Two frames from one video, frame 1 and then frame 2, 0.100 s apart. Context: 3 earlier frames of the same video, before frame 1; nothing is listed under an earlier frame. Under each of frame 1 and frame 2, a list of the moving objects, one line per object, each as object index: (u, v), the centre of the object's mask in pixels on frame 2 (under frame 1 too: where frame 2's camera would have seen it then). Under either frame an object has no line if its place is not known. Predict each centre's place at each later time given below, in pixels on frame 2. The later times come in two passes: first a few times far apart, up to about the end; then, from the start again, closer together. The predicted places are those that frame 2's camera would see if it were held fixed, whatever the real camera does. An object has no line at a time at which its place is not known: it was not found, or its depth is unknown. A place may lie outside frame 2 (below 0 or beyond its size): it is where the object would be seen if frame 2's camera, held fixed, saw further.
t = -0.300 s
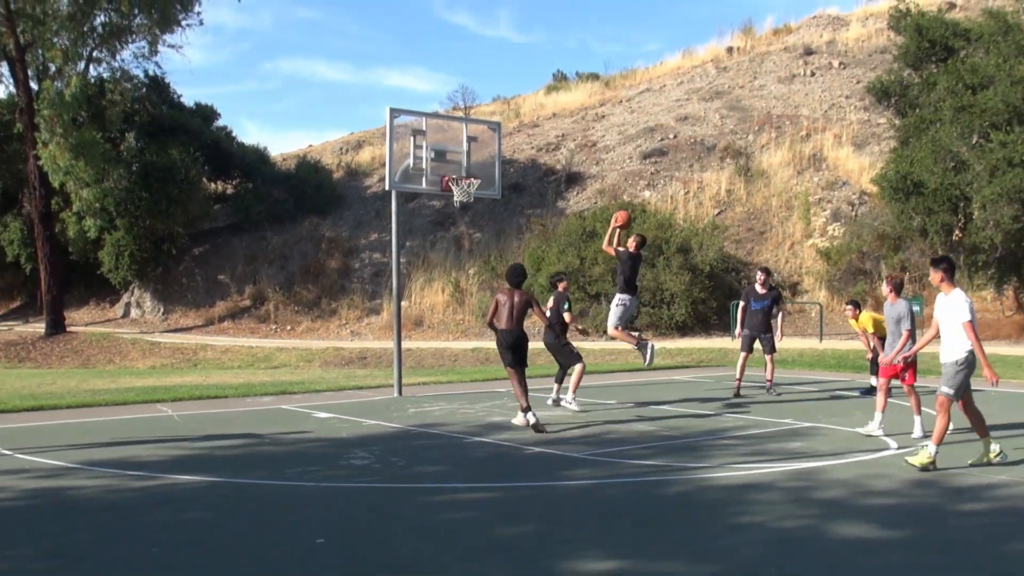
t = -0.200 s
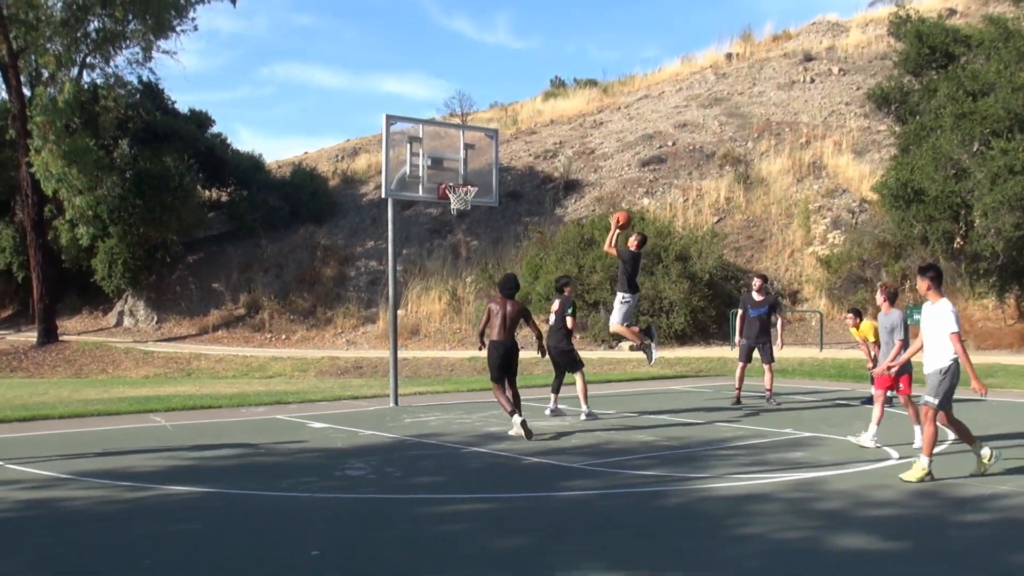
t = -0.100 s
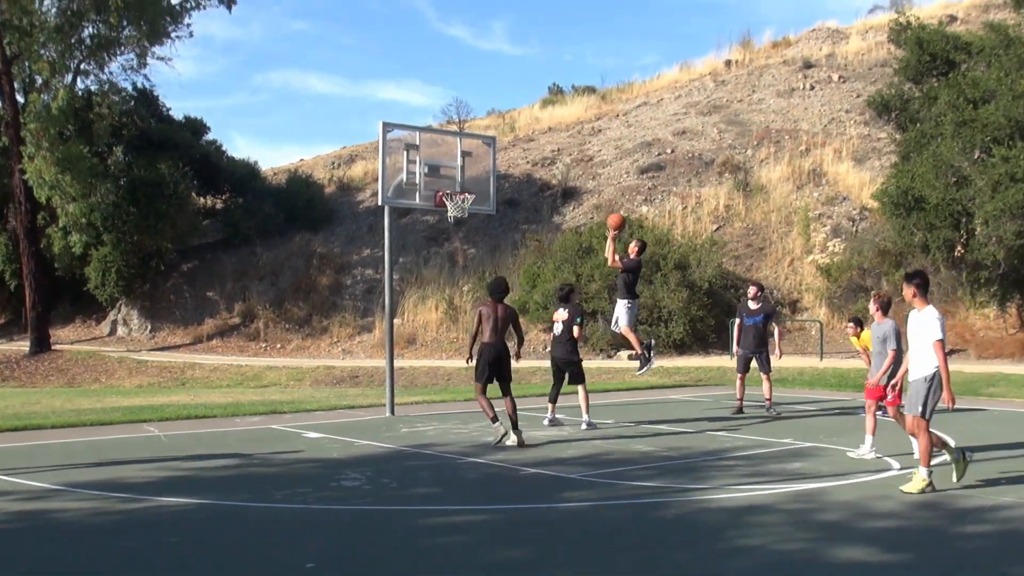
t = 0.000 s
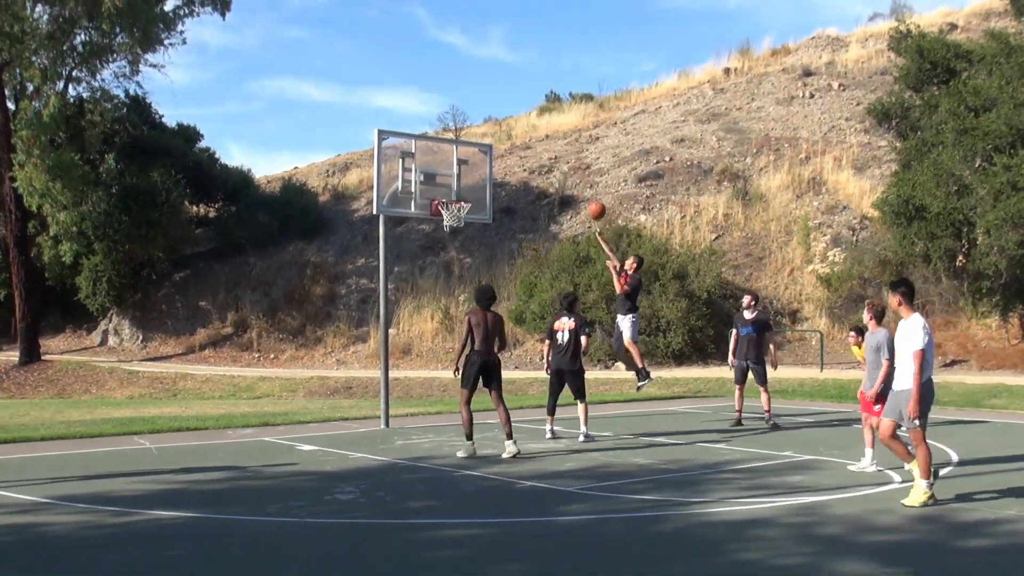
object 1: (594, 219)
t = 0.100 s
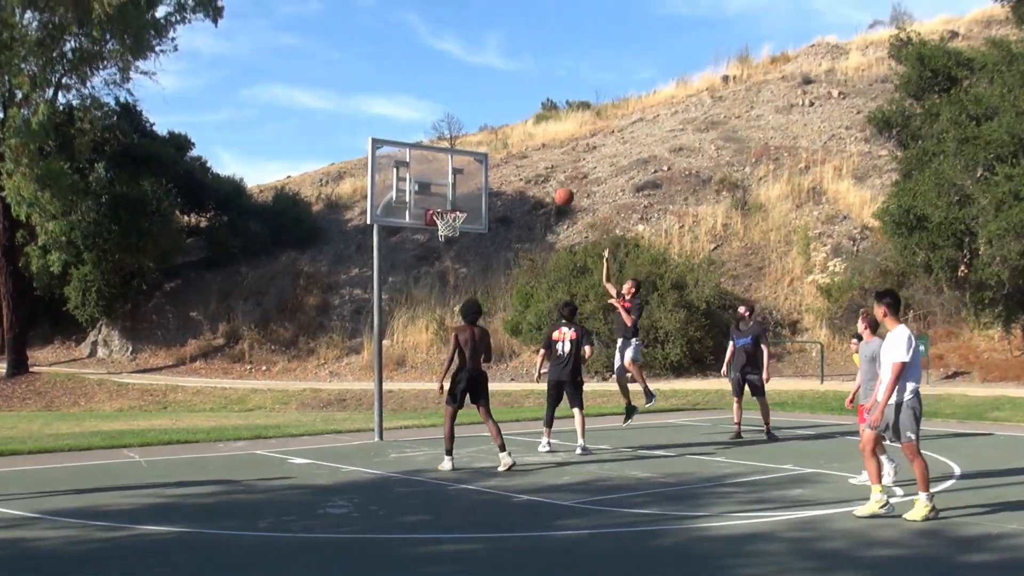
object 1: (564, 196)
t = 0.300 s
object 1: (505, 174)
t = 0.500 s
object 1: (450, 181)
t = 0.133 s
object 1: (554, 190)
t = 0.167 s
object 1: (544, 185)
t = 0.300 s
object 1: (505, 174)
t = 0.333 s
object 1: (496, 173)
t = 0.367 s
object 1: (488, 173)
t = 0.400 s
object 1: (477, 173)
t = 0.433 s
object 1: (469, 175)
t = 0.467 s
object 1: (459, 177)
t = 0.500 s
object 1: (450, 181)
